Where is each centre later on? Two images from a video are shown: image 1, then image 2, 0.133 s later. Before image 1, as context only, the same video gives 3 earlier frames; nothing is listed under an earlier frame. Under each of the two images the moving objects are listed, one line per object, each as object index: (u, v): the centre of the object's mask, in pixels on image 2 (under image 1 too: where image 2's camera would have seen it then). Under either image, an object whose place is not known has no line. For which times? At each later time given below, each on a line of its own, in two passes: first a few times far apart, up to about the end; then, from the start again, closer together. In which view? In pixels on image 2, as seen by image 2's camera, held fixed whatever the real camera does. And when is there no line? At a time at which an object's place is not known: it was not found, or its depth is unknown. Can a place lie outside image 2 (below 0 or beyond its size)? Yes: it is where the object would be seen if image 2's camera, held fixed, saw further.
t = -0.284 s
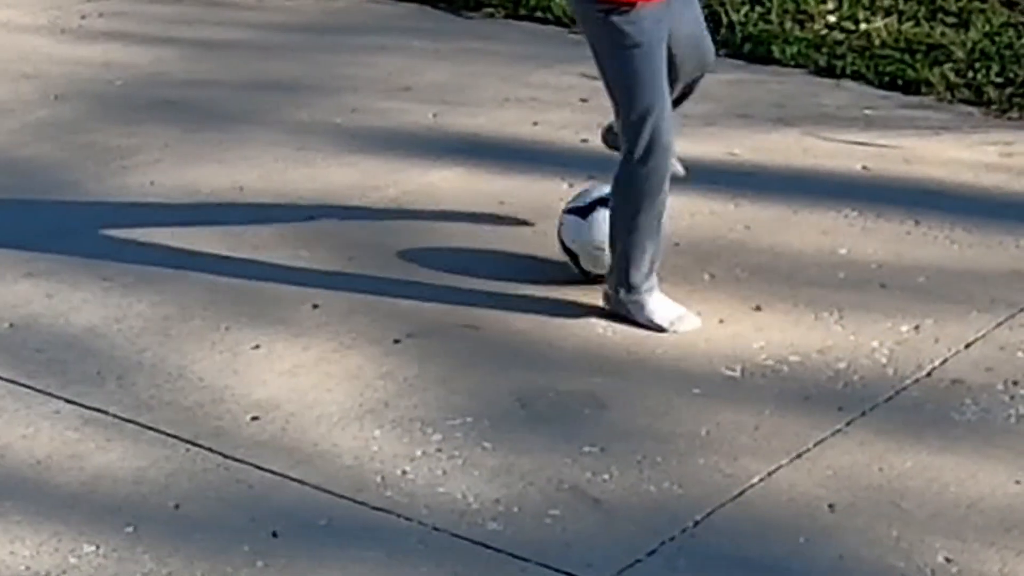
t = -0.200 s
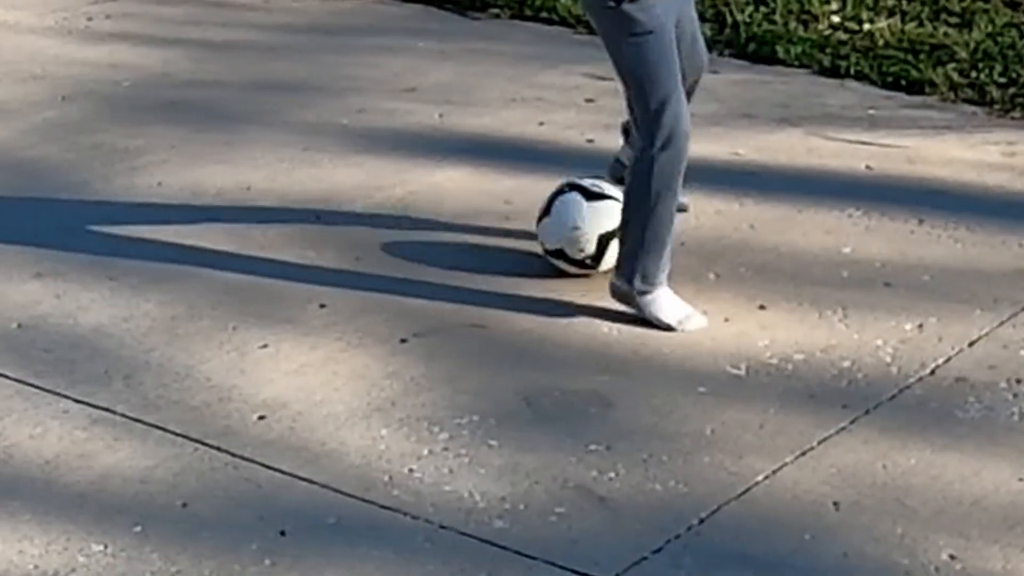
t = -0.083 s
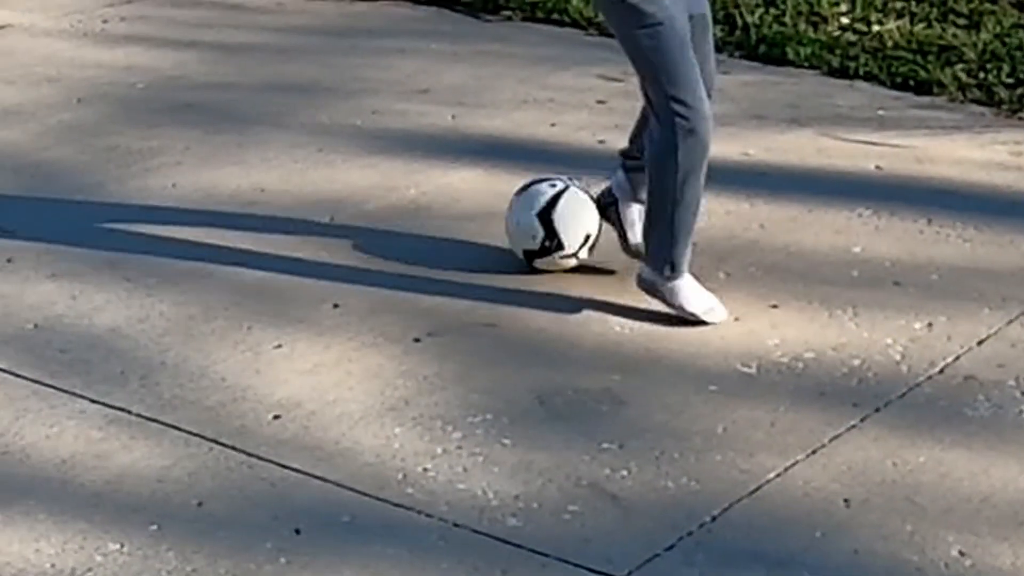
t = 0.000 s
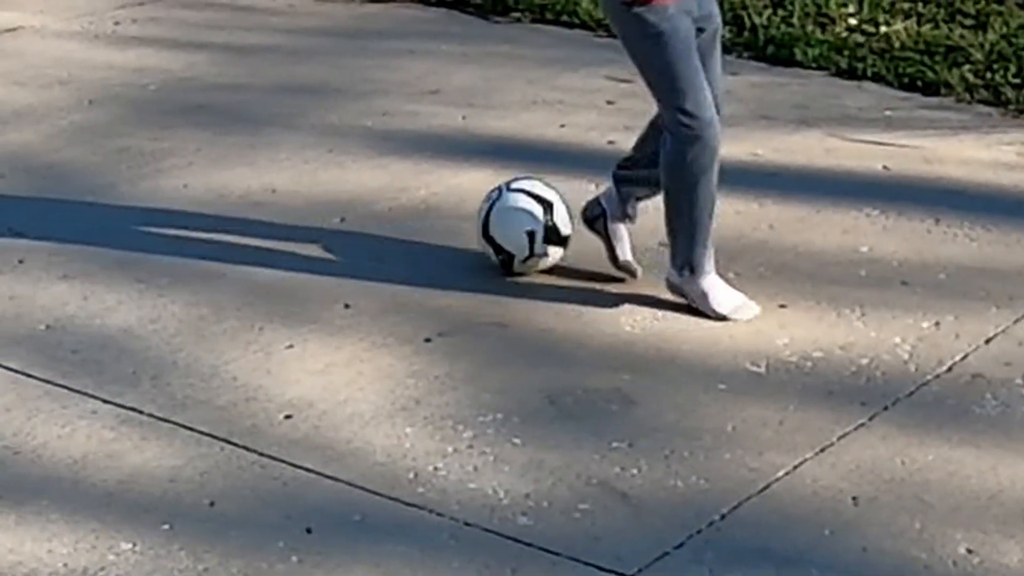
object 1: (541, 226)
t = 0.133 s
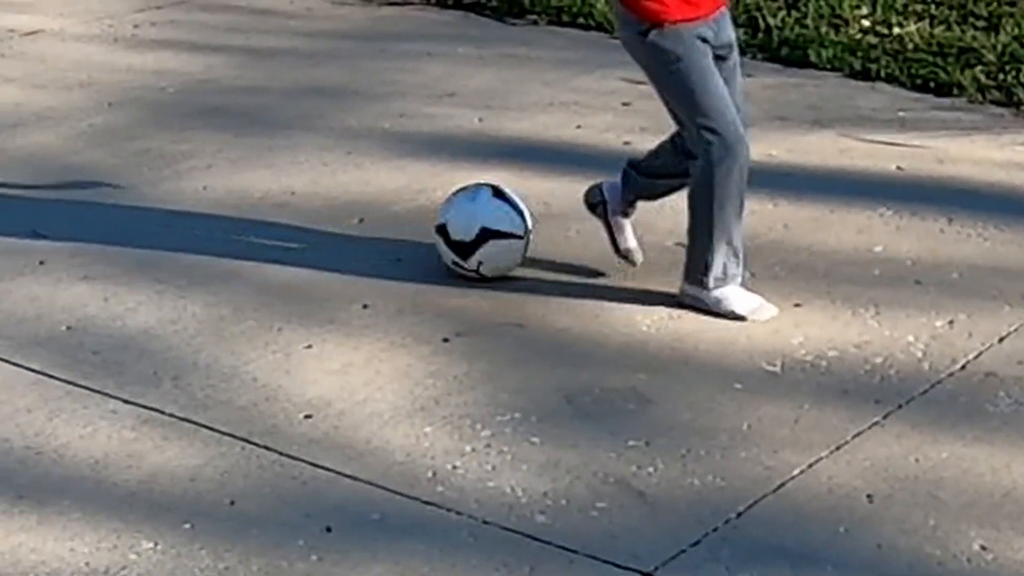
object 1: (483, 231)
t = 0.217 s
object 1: (448, 233)
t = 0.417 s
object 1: (366, 236)
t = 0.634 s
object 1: (273, 240)
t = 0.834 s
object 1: (186, 243)
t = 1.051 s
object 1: (93, 249)
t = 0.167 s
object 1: (469, 232)
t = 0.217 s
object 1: (448, 233)
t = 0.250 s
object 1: (434, 233)
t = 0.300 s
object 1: (413, 234)
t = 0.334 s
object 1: (400, 235)
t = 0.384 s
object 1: (380, 236)
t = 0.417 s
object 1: (366, 236)
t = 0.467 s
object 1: (344, 239)
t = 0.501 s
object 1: (331, 238)
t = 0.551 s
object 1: (310, 240)
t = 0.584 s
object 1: (295, 240)
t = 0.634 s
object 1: (273, 240)
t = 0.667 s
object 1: (258, 242)
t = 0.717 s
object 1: (236, 243)
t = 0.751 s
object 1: (222, 243)
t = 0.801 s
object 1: (200, 243)
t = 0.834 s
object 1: (186, 243)
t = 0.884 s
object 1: (165, 244)
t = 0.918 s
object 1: (150, 245)
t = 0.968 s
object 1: (128, 247)
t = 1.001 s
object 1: (114, 248)
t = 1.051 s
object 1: (93, 249)
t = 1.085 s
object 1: (79, 250)
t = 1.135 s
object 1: (57, 250)
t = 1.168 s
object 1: (42, 250)
